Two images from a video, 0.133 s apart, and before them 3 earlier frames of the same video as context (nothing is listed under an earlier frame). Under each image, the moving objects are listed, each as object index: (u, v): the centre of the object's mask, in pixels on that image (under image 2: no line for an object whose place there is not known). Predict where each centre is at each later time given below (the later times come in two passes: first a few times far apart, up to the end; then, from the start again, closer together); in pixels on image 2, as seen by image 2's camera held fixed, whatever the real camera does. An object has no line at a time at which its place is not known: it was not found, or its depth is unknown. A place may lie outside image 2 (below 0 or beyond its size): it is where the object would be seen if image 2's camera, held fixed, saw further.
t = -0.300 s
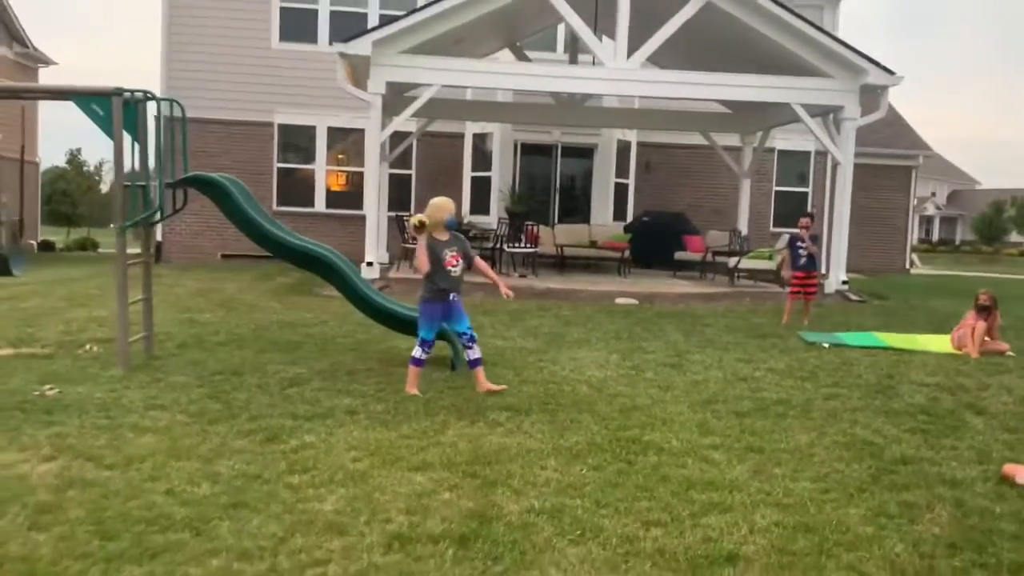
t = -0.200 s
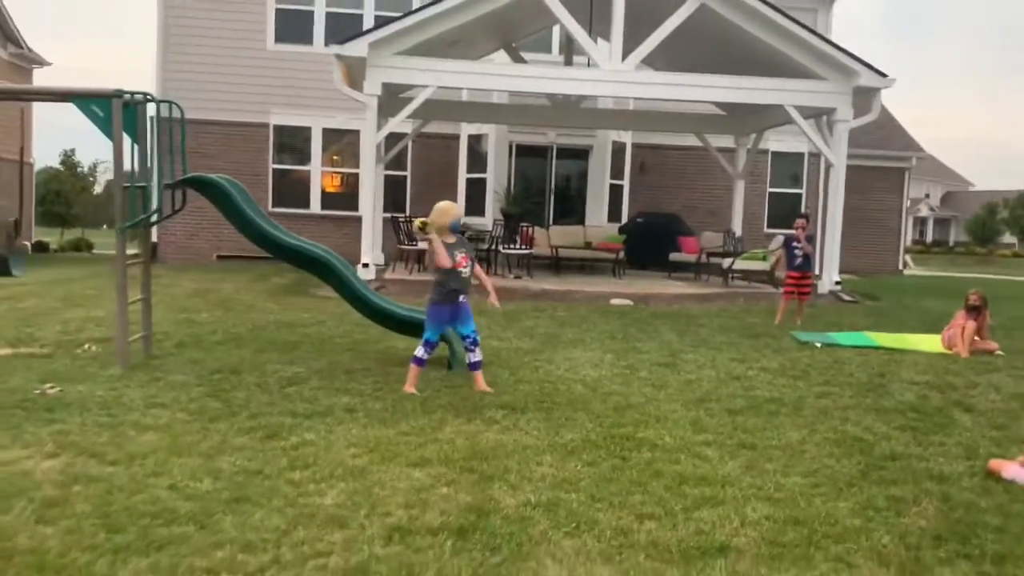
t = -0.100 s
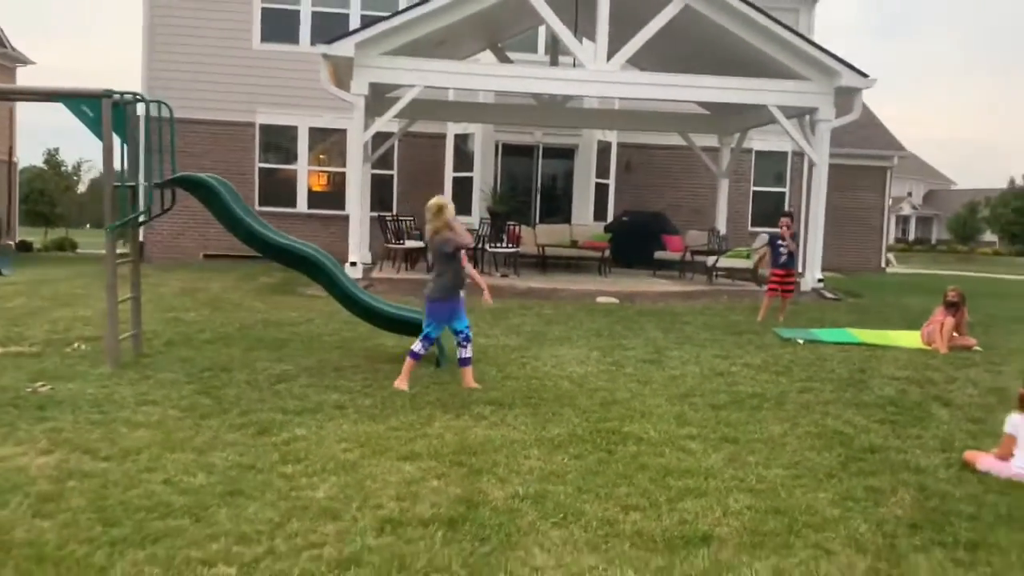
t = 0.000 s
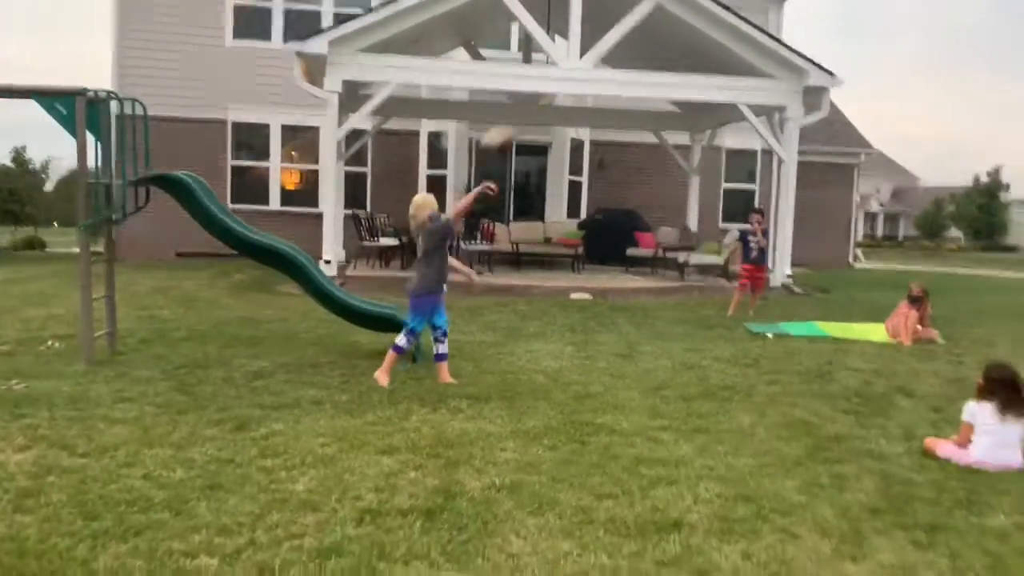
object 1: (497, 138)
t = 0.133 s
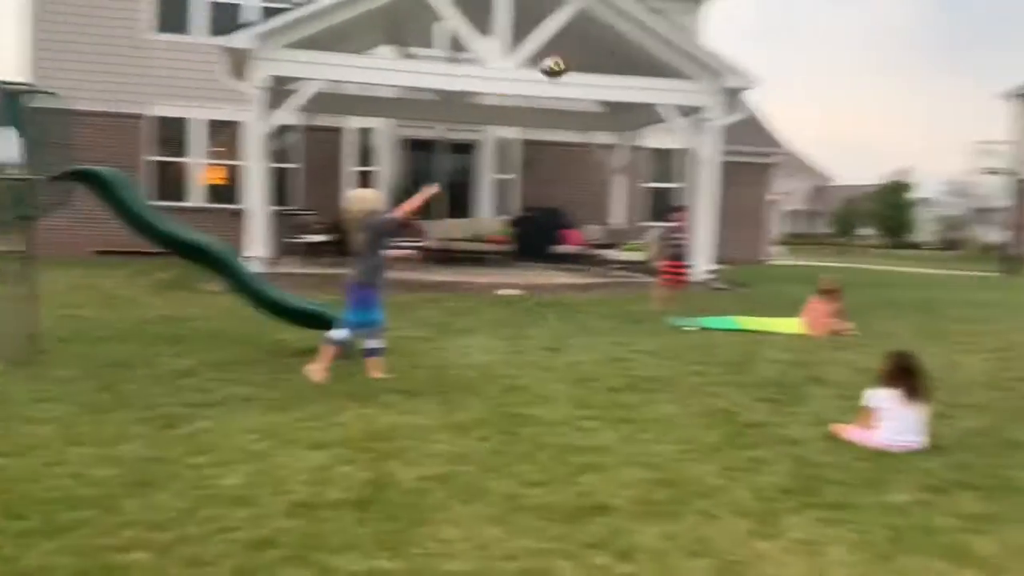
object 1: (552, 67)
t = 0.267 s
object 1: (679, 29)
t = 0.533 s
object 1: (908, 29)
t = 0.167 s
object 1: (585, 54)
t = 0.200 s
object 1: (617, 44)
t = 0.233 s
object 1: (649, 34)
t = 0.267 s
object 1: (679, 29)
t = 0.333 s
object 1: (739, 18)
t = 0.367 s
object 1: (768, 16)
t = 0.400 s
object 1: (796, 16)
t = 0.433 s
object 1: (826, 17)
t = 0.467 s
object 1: (853, 19)
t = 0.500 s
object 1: (882, 23)
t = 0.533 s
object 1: (908, 29)
